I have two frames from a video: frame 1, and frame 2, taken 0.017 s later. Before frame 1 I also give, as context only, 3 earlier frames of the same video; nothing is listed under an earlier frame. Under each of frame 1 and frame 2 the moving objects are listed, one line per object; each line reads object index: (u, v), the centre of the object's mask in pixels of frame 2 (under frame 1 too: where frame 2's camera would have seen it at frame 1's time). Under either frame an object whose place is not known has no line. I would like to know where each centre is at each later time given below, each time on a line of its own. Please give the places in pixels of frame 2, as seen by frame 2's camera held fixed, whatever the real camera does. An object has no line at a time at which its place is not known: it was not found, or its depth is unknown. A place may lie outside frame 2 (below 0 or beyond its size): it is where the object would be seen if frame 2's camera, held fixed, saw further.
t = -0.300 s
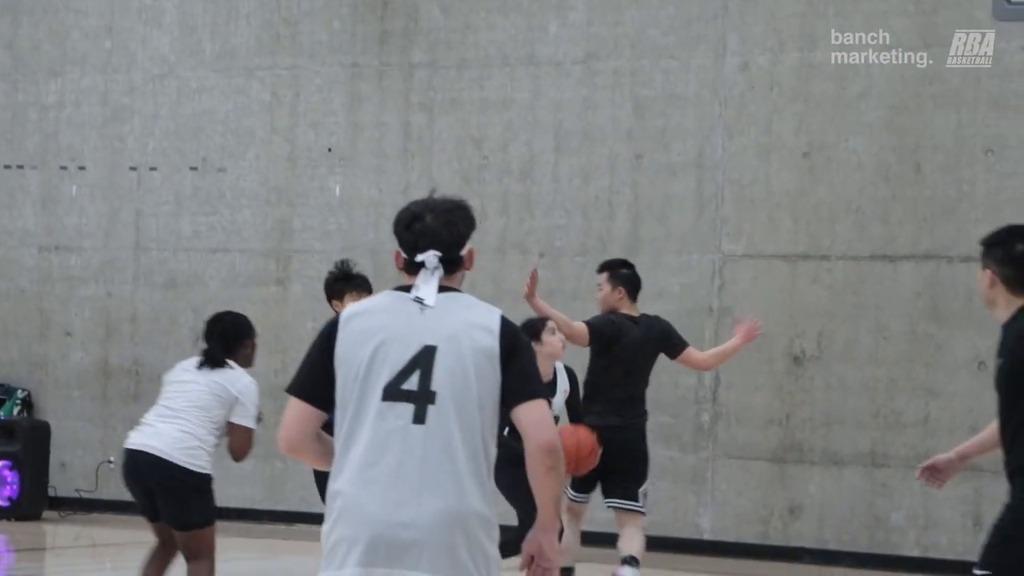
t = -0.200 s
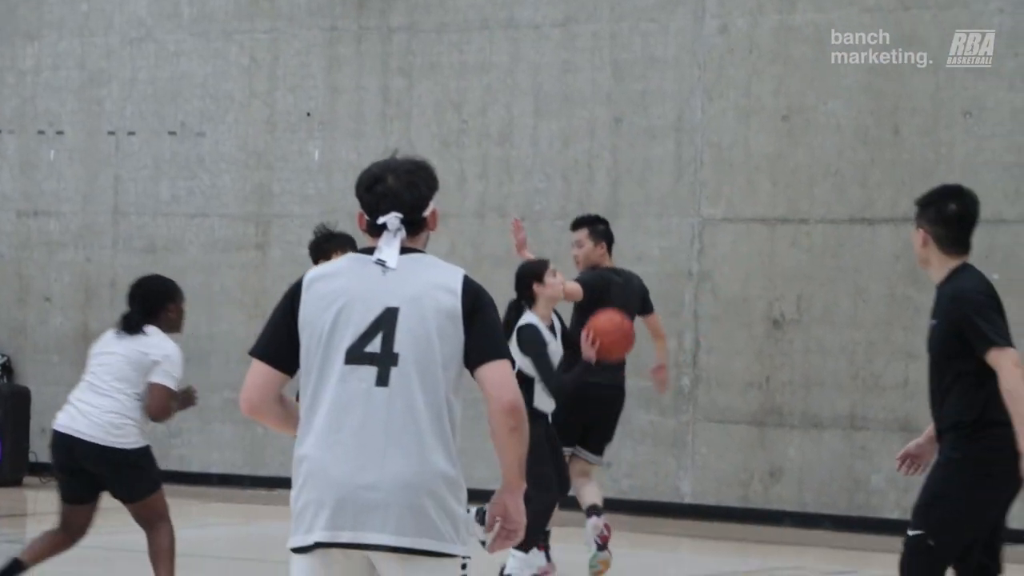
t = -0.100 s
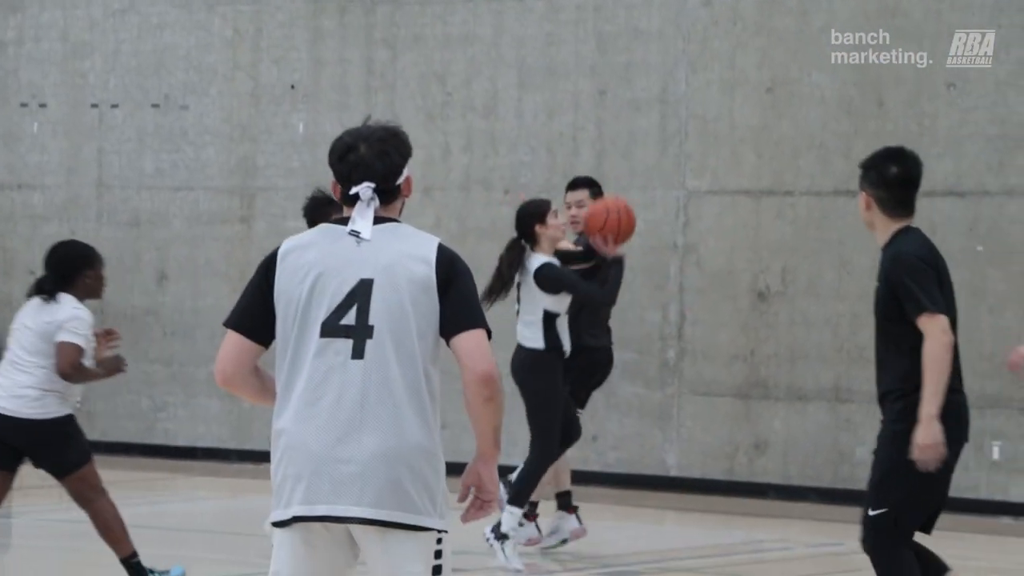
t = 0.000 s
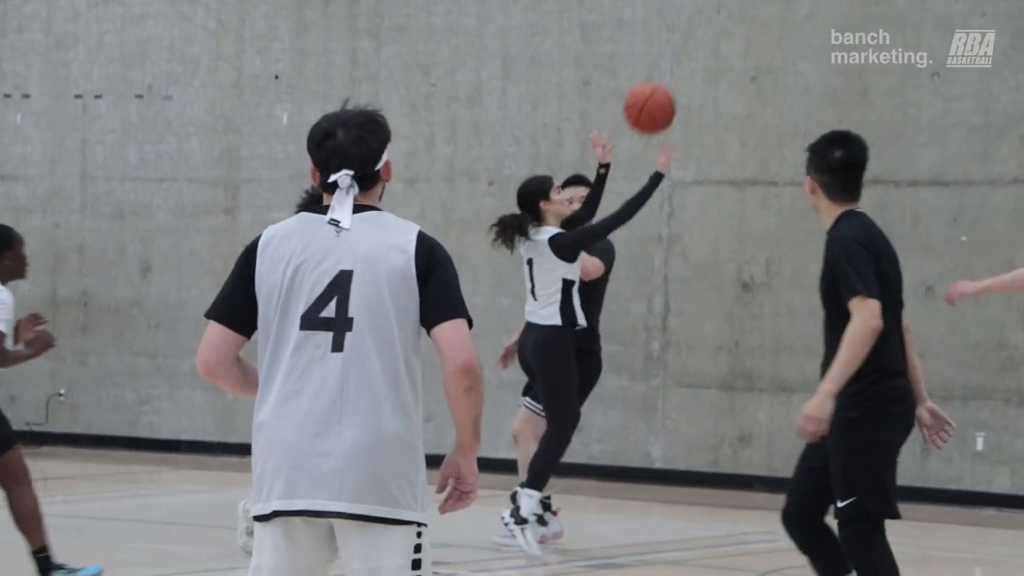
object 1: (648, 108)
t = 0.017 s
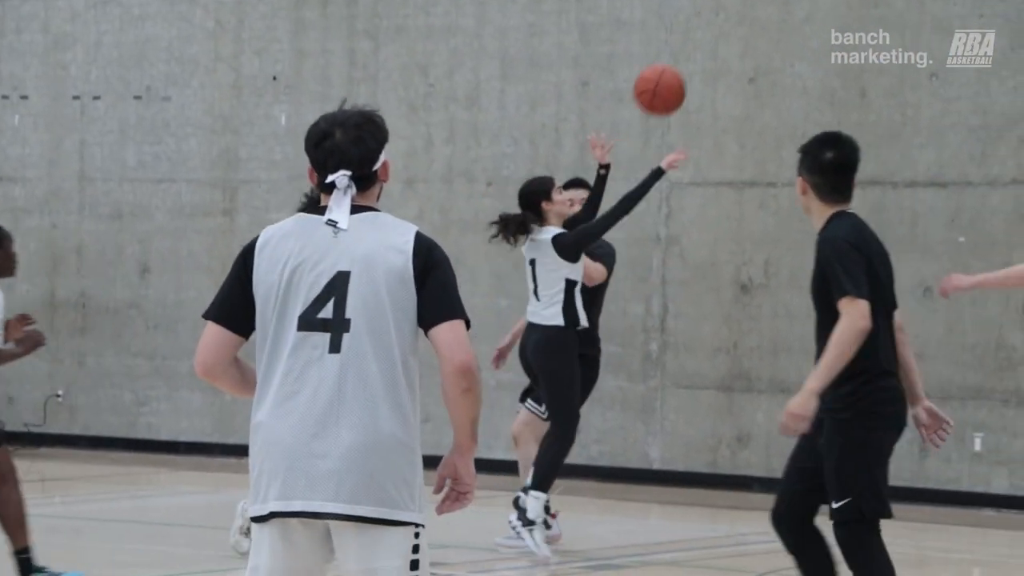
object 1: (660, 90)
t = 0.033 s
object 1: (672, 71)
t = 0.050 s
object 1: (684, 53)
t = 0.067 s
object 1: (697, 35)
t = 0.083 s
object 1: (709, 19)
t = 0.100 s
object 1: (722, 9)
